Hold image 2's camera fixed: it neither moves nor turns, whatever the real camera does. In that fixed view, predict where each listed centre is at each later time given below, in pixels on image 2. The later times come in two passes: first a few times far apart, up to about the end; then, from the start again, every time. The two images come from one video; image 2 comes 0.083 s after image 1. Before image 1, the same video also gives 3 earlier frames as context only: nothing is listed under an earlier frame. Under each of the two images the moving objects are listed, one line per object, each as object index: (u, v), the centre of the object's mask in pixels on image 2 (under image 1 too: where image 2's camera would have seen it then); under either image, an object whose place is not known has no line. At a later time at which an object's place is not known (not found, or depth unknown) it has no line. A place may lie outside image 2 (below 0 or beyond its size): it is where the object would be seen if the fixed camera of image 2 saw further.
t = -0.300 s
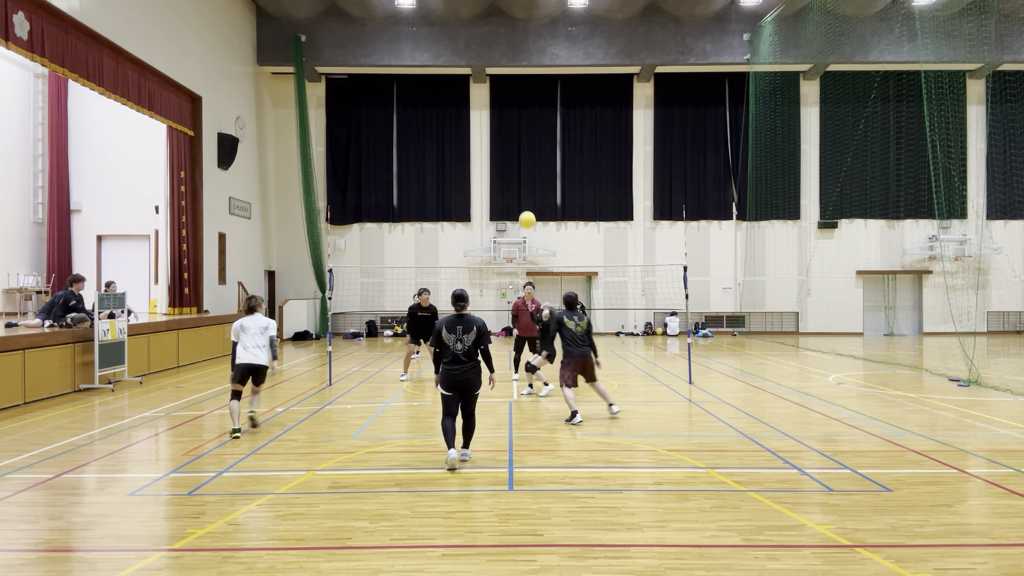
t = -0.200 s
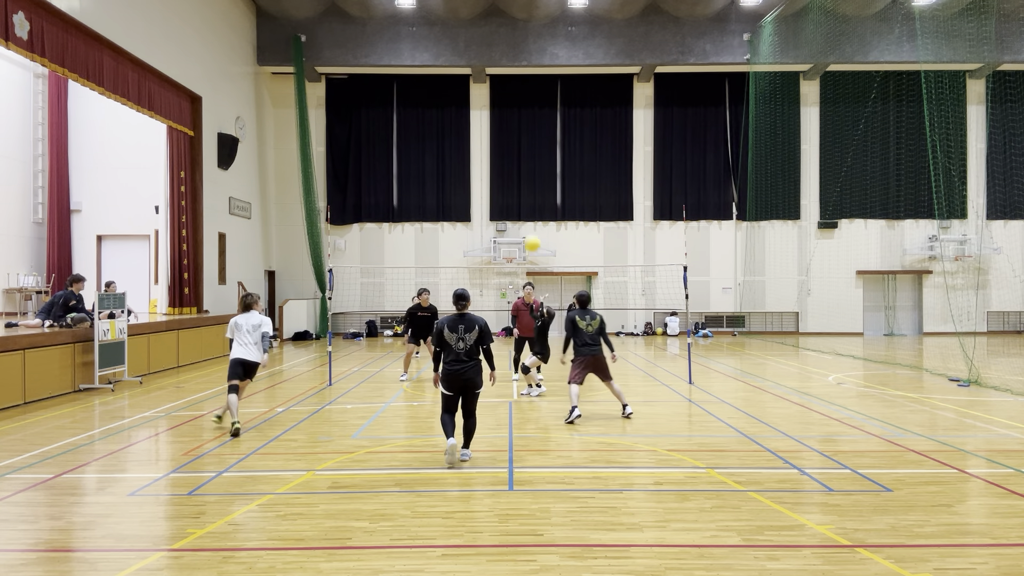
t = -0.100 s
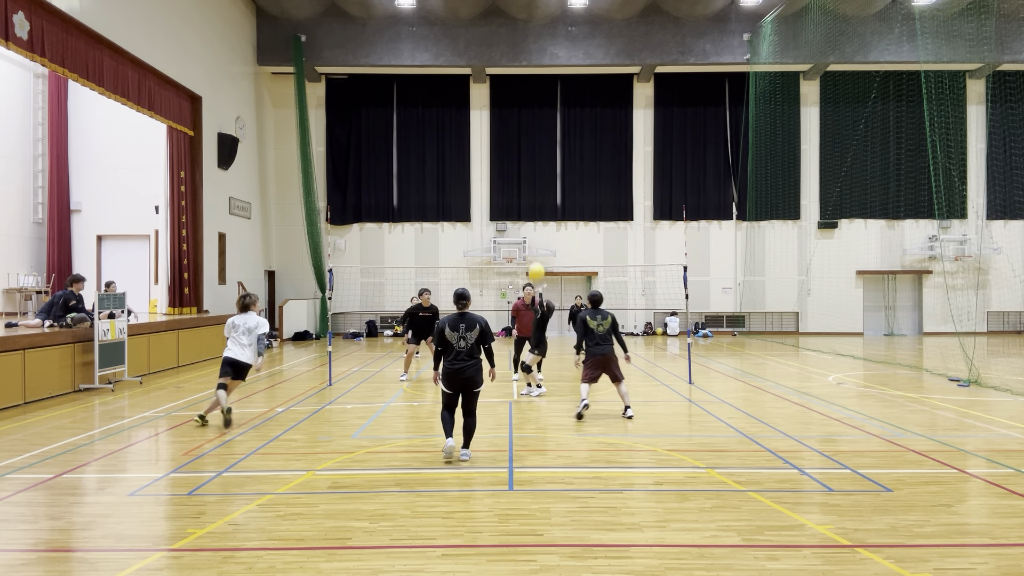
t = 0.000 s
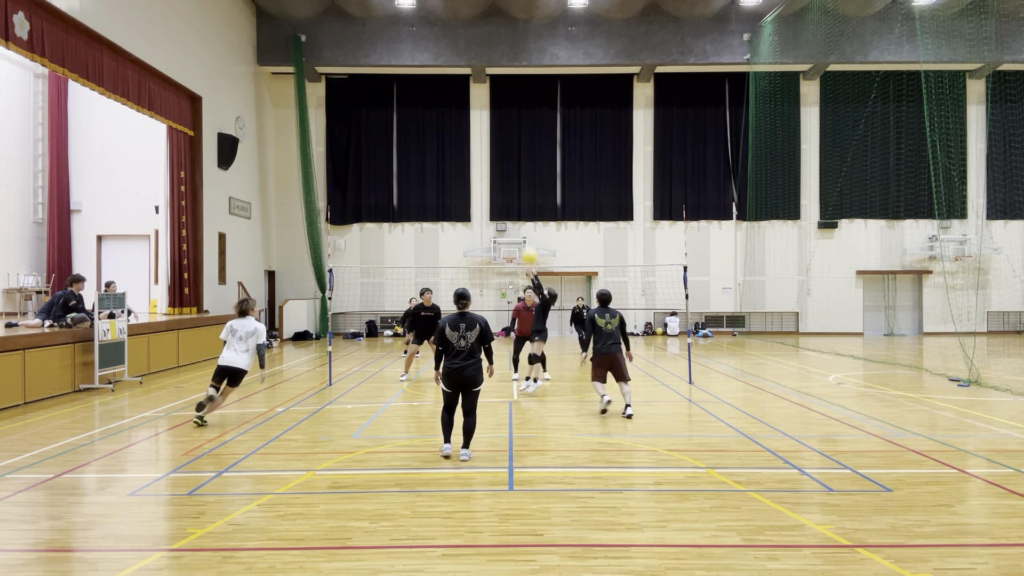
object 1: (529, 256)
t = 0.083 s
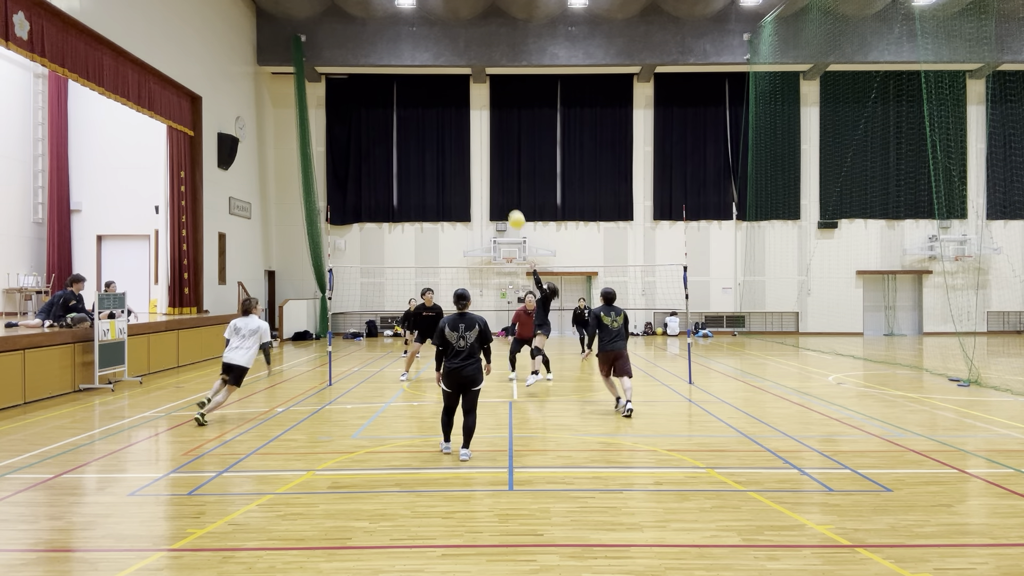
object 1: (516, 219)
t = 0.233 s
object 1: (496, 171)
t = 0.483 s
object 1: (465, 126)
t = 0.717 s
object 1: (439, 120)
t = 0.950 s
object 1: (415, 146)
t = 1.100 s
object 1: (401, 177)
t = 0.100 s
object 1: (514, 213)
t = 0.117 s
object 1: (512, 208)
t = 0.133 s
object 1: (509, 202)
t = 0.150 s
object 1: (507, 196)
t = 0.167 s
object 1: (505, 190)
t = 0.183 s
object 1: (502, 185)
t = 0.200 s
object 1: (500, 180)
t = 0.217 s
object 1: (498, 175)
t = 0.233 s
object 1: (496, 171)
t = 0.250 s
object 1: (494, 166)
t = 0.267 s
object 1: (492, 162)
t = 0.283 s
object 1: (490, 158)
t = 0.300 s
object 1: (488, 154)
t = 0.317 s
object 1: (486, 150)
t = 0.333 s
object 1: (483, 147)
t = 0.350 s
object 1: (481, 144)
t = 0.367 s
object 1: (479, 141)
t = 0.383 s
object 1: (477, 138)
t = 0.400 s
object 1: (475, 136)
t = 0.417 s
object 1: (472, 133)
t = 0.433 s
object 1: (470, 131)
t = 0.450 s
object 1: (469, 129)
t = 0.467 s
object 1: (467, 127)
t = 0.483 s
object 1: (465, 126)
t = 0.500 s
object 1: (463, 124)
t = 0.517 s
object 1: (461, 123)
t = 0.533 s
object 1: (459, 122)
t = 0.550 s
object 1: (457, 121)
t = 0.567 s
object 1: (455, 120)
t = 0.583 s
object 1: (454, 119)
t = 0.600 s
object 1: (452, 119)
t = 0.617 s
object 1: (450, 118)
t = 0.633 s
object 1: (448, 118)
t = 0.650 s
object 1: (446, 118)
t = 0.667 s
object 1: (444, 118)
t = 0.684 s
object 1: (442, 119)
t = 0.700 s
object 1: (441, 119)
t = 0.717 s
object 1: (439, 120)
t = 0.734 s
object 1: (437, 121)
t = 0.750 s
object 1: (435, 122)
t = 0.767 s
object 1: (433, 123)
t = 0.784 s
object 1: (432, 124)
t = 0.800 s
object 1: (430, 126)
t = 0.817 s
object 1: (428, 127)
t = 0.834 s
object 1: (426, 129)
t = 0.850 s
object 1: (425, 131)
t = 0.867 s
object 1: (423, 133)
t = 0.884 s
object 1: (421, 135)
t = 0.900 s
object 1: (420, 138)
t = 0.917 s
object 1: (418, 140)
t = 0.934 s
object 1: (416, 143)
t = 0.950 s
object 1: (415, 146)
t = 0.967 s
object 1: (413, 149)
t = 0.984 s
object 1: (411, 152)
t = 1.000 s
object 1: (410, 155)
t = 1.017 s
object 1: (408, 158)
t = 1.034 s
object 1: (407, 162)
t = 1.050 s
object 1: (405, 166)
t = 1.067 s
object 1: (404, 169)
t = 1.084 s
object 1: (402, 173)
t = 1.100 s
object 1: (401, 177)
